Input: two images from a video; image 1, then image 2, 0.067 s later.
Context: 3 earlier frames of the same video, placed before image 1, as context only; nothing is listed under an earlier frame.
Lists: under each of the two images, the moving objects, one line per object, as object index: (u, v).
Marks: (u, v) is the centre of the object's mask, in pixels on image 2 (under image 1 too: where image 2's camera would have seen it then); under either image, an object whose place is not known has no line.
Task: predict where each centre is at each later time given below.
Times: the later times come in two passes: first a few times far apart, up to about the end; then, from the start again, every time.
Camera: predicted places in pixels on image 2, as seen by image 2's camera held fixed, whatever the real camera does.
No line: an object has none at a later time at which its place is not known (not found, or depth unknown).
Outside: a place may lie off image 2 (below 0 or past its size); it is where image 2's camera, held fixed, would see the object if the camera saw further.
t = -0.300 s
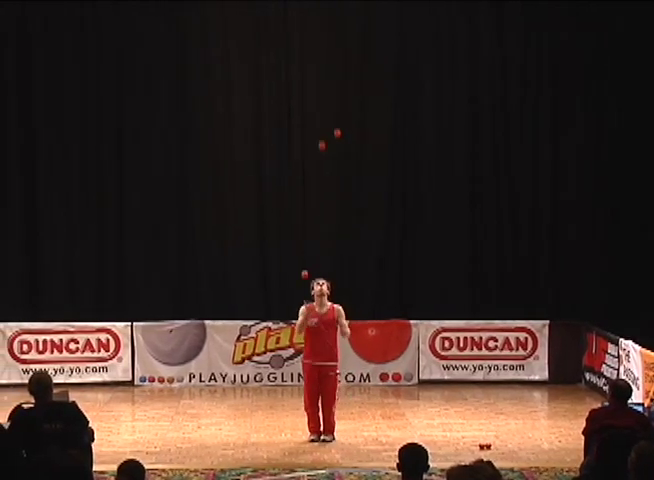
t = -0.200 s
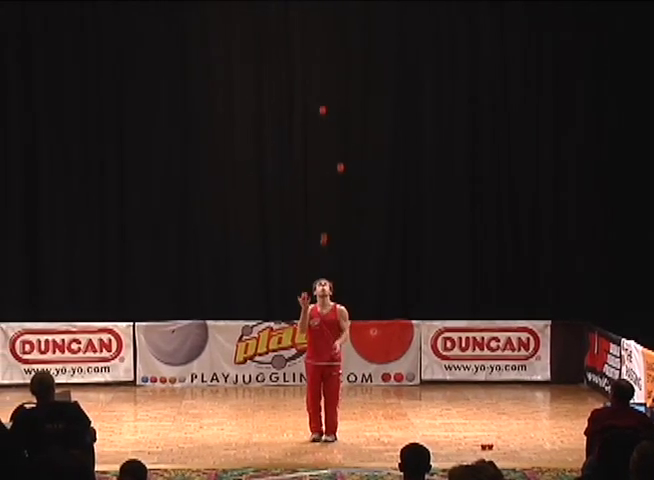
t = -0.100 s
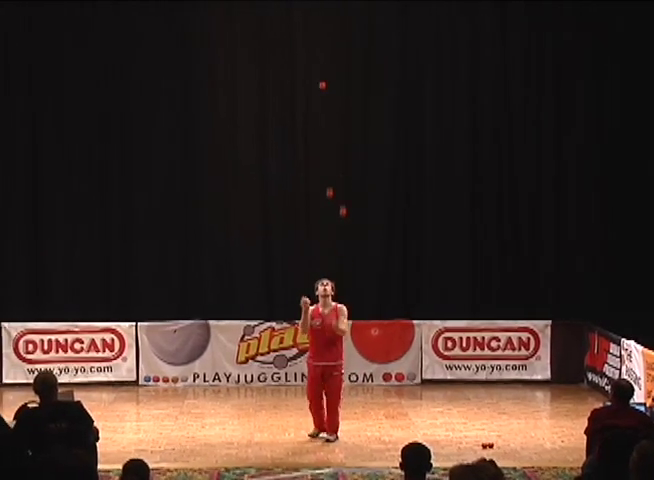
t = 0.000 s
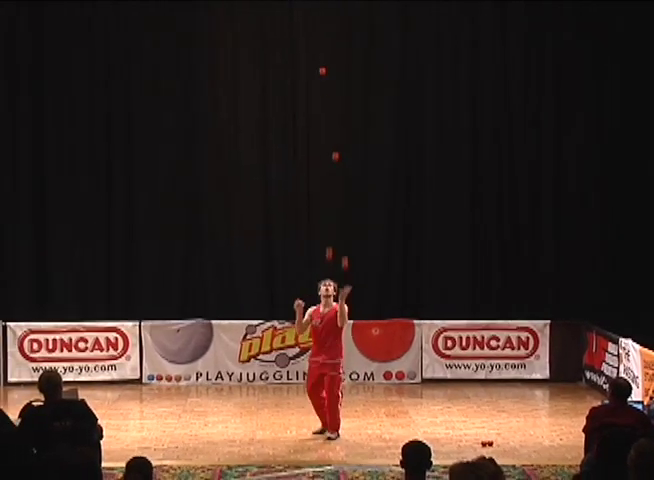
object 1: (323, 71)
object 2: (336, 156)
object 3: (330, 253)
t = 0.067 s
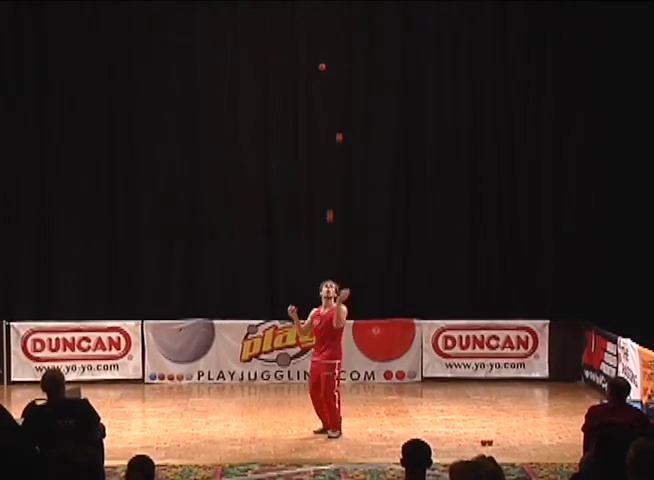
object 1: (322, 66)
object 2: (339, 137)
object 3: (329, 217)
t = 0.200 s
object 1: (320, 67)
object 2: (345, 110)
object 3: (328, 154)
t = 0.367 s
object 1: (318, 91)
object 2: (353, 100)
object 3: (328, 99)
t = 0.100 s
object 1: (321, 65)
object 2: (341, 129)
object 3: (329, 199)
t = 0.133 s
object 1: (321, 65)
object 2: (341, 121)
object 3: (328, 183)
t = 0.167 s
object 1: (320, 65)
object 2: (343, 115)
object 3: (328, 168)
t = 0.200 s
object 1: (320, 67)
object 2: (345, 110)
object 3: (328, 154)
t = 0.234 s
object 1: (320, 70)
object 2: (346, 106)
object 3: (328, 141)
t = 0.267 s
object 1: (319, 74)
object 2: (348, 103)
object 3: (328, 129)
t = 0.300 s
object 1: (319, 79)
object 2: (349, 101)
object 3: (329, 118)
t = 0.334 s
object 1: (318, 84)
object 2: (351, 100)
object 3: (329, 108)
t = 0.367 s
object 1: (318, 91)
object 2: (353, 100)
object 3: (328, 99)
